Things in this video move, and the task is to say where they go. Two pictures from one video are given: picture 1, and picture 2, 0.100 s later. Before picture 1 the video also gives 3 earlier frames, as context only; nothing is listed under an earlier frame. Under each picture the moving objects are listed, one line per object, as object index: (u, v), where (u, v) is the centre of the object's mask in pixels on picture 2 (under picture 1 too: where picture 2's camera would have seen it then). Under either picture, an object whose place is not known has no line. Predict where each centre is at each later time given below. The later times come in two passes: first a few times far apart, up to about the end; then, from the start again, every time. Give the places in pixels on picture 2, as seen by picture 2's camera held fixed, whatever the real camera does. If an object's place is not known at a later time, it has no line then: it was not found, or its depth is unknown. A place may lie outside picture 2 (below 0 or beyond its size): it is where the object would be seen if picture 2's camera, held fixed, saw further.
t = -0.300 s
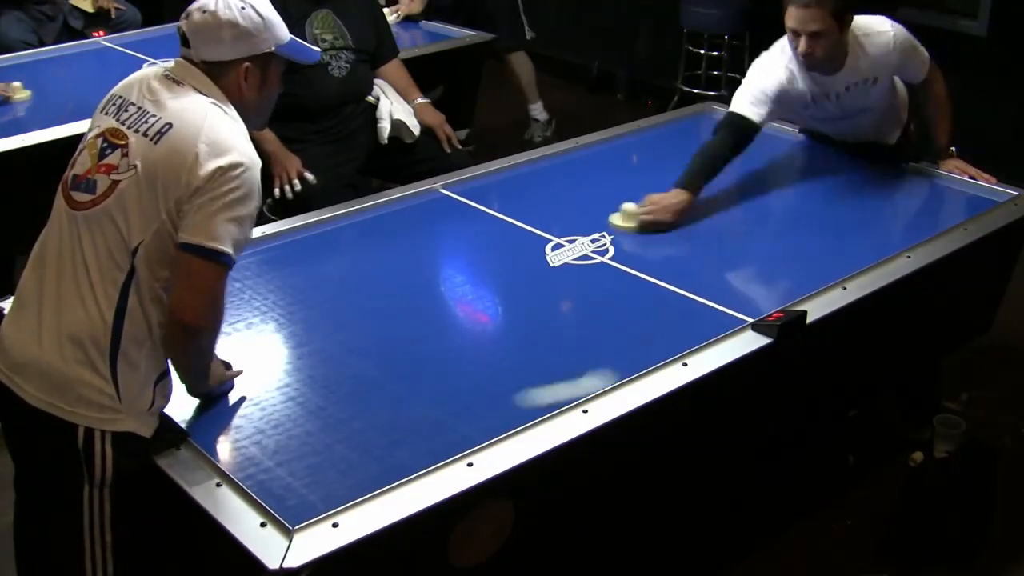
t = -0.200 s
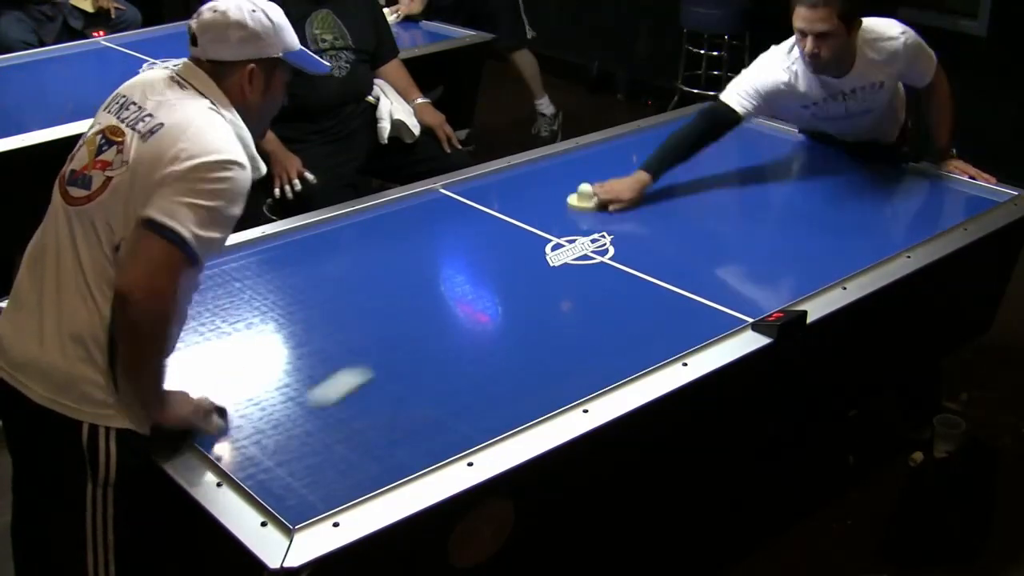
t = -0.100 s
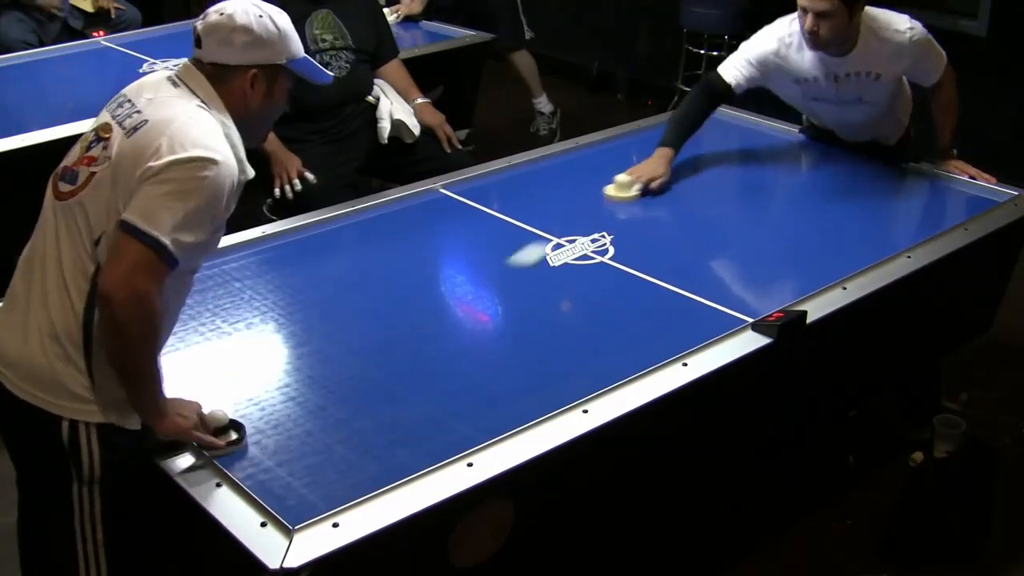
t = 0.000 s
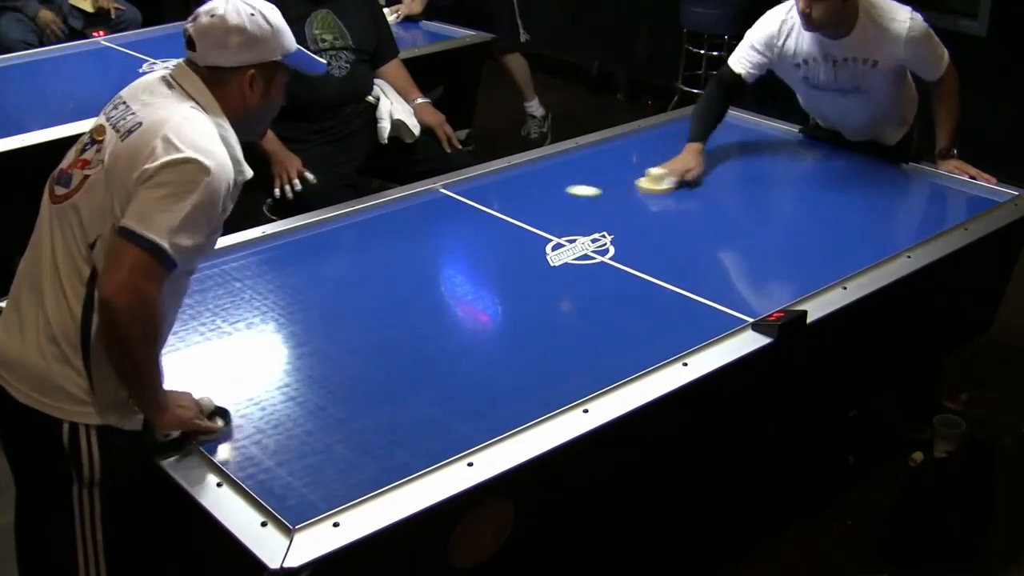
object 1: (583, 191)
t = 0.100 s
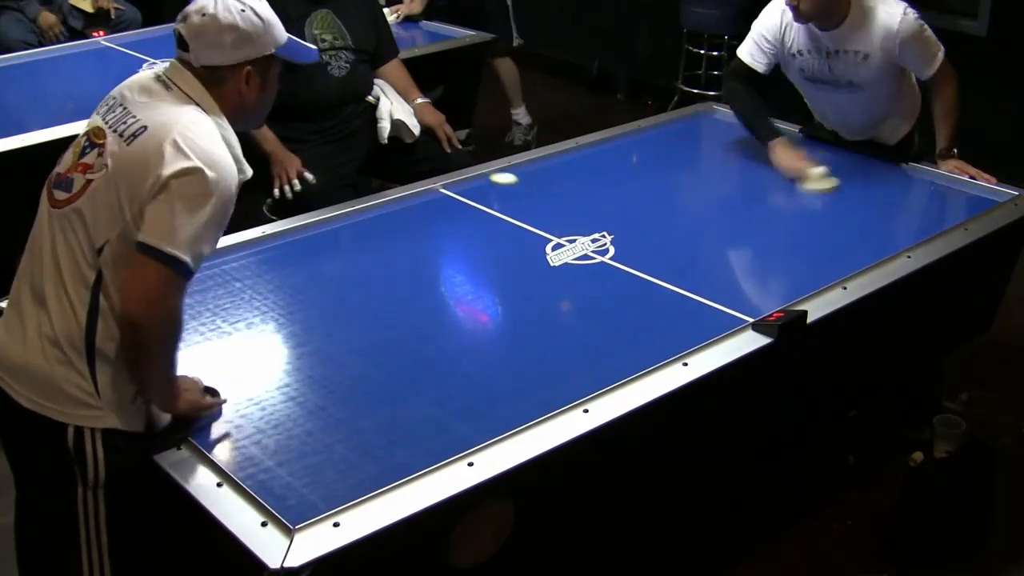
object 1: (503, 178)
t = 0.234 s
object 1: (544, 212)
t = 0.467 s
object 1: (627, 284)
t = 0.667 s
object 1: (650, 335)
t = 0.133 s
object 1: (513, 186)
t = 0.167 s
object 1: (523, 195)
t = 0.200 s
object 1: (533, 203)
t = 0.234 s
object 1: (544, 212)
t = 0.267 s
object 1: (555, 222)
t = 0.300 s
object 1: (566, 231)
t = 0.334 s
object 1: (575, 240)
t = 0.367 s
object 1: (587, 251)
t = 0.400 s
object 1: (601, 262)
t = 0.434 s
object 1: (614, 273)
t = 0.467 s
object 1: (627, 284)
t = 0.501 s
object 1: (641, 295)
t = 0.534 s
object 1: (655, 308)
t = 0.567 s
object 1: (670, 320)
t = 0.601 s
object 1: (684, 333)
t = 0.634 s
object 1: (678, 338)
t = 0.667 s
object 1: (650, 335)
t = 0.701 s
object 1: (621, 331)
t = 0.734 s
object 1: (593, 327)
